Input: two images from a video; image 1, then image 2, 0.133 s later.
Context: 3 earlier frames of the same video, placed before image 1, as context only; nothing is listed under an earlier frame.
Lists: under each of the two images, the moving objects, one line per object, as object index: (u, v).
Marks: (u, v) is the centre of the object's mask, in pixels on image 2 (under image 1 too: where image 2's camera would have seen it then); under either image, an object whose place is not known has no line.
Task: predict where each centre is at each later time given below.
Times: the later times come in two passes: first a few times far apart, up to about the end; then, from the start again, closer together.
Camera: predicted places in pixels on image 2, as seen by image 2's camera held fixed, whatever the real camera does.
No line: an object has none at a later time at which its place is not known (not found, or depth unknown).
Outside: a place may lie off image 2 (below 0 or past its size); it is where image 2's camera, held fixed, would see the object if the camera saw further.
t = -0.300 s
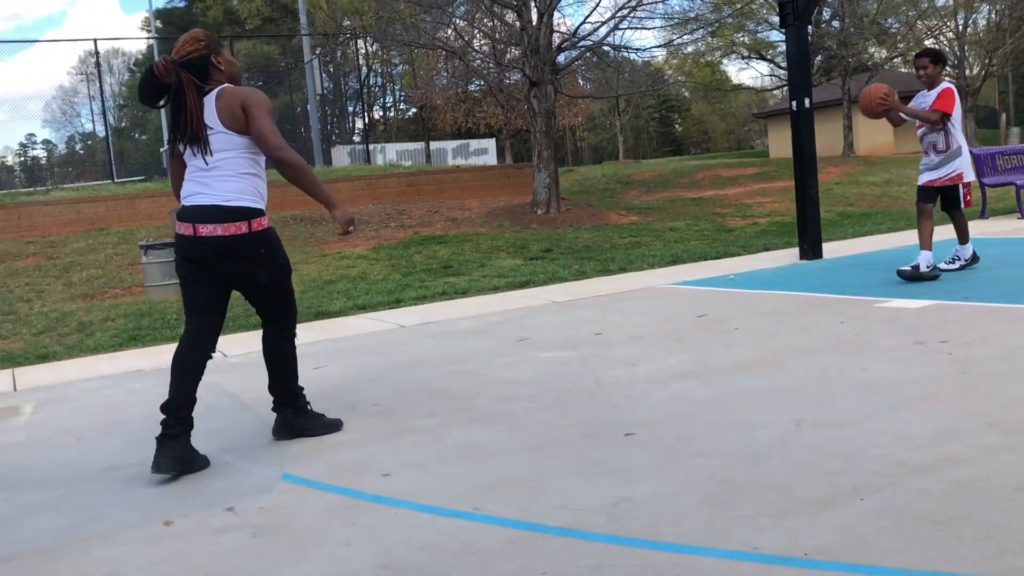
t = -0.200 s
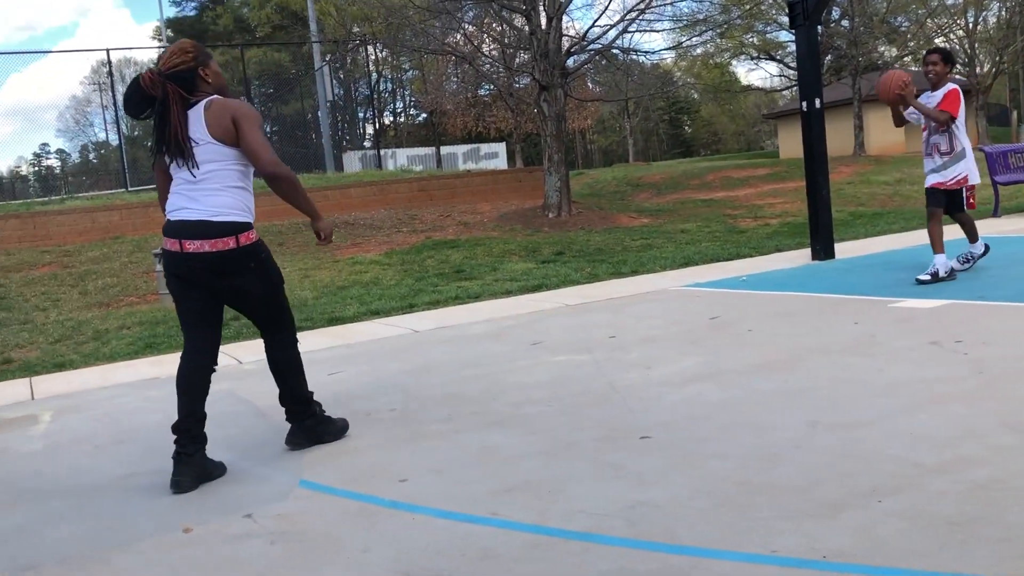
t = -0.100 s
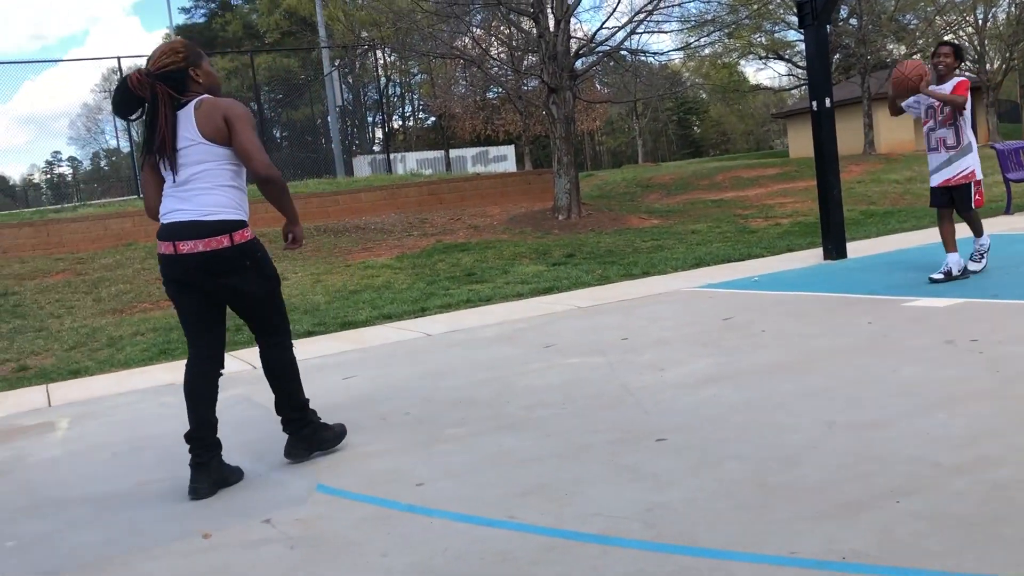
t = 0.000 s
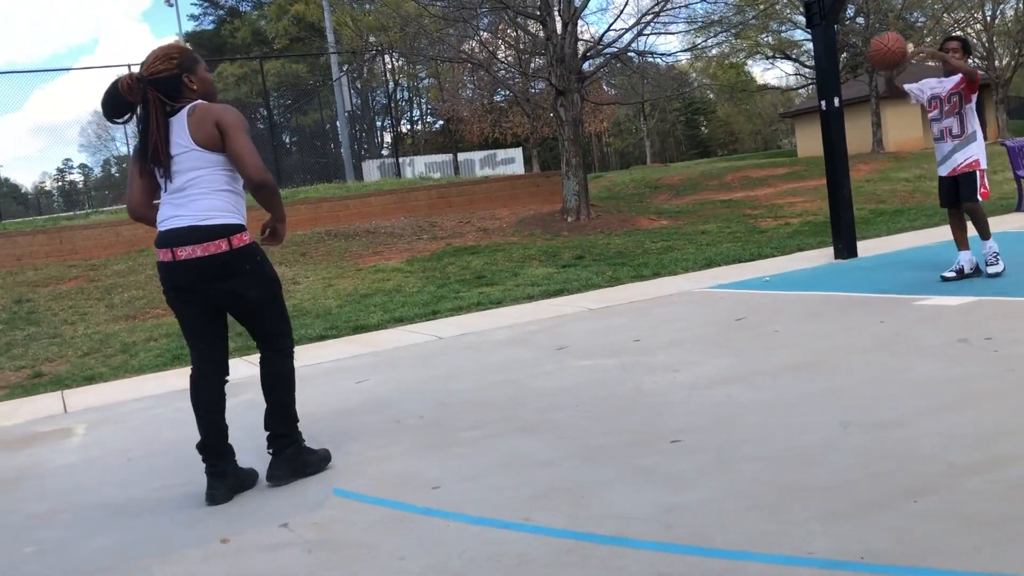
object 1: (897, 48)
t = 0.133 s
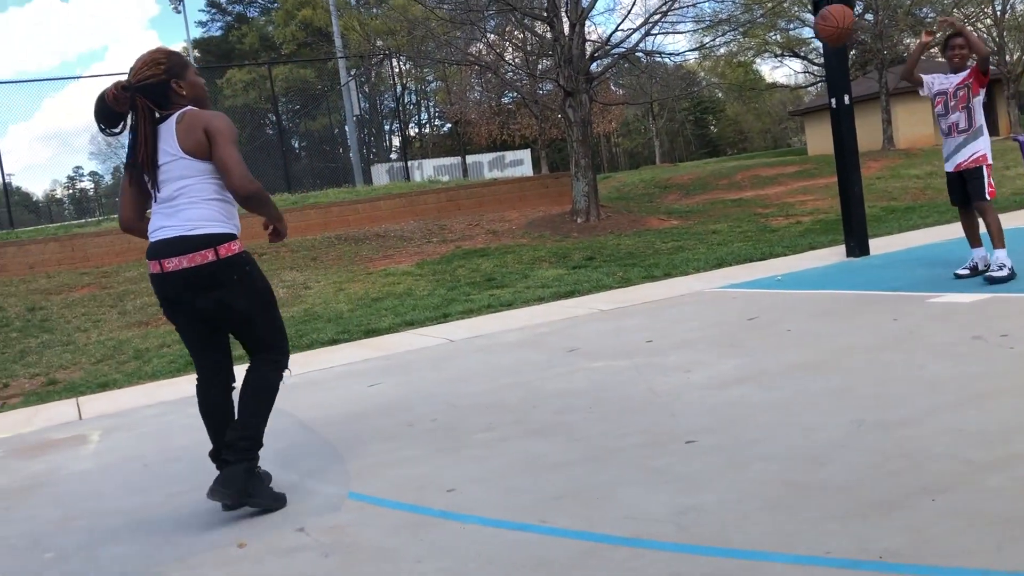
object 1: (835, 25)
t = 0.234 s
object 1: (784, 26)
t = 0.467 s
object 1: (650, 111)
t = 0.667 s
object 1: (516, 309)
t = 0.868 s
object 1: (361, 310)
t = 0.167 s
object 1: (818, 23)
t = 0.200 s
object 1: (802, 24)
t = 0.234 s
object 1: (784, 26)
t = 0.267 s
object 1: (767, 30)
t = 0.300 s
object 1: (748, 37)
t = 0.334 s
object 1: (730, 47)
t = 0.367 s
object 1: (711, 58)
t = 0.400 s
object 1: (692, 73)
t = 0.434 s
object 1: (671, 90)
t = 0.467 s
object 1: (650, 111)
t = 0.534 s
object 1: (608, 162)
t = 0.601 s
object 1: (563, 227)
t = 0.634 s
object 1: (540, 265)
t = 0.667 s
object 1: (516, 309)
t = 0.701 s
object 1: (491, 355)
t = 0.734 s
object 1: (465, 409)
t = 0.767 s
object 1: (441, 392)
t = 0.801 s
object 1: (415, 363)
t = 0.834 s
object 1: (388, 336)
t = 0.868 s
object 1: (361, 310)
